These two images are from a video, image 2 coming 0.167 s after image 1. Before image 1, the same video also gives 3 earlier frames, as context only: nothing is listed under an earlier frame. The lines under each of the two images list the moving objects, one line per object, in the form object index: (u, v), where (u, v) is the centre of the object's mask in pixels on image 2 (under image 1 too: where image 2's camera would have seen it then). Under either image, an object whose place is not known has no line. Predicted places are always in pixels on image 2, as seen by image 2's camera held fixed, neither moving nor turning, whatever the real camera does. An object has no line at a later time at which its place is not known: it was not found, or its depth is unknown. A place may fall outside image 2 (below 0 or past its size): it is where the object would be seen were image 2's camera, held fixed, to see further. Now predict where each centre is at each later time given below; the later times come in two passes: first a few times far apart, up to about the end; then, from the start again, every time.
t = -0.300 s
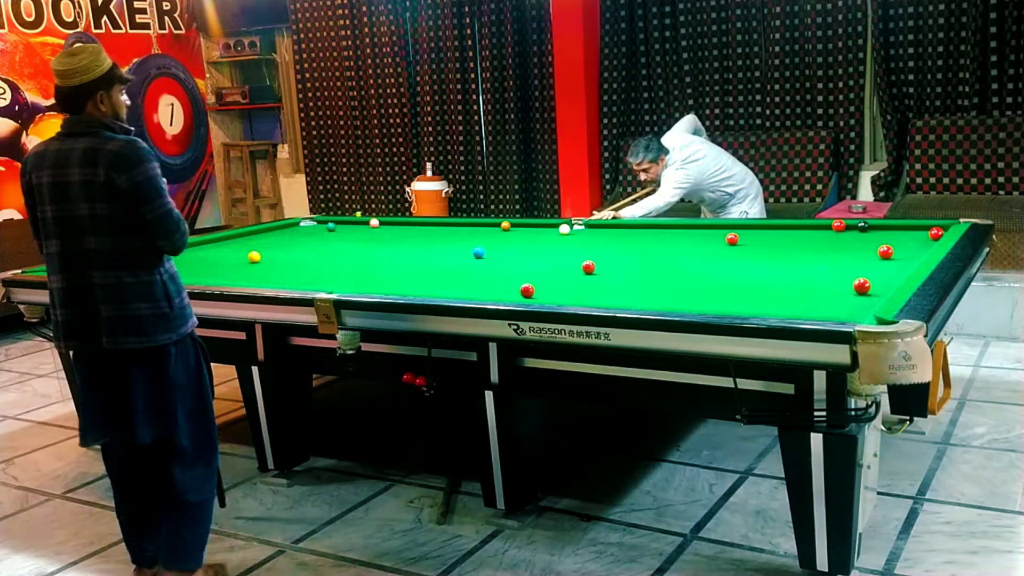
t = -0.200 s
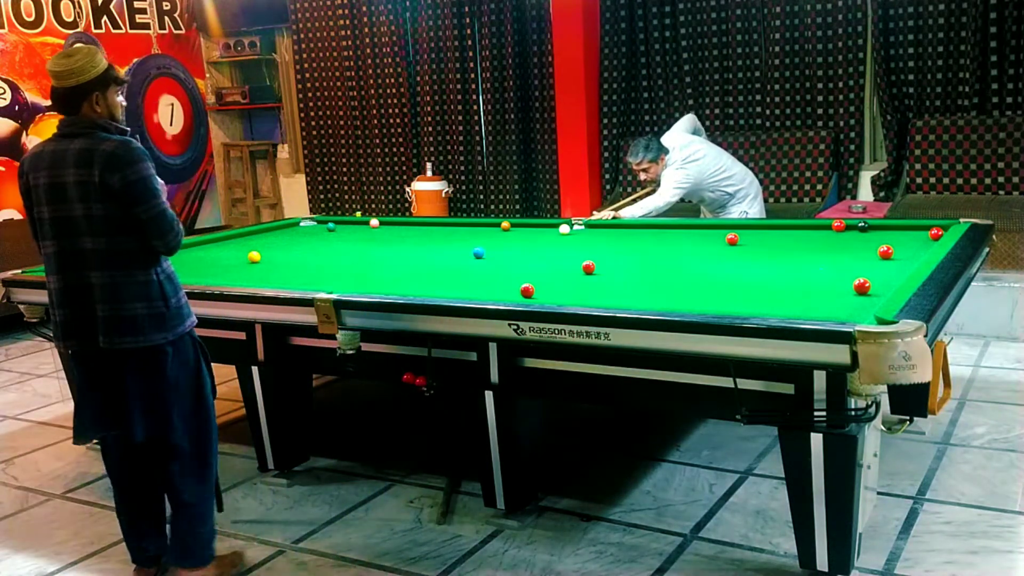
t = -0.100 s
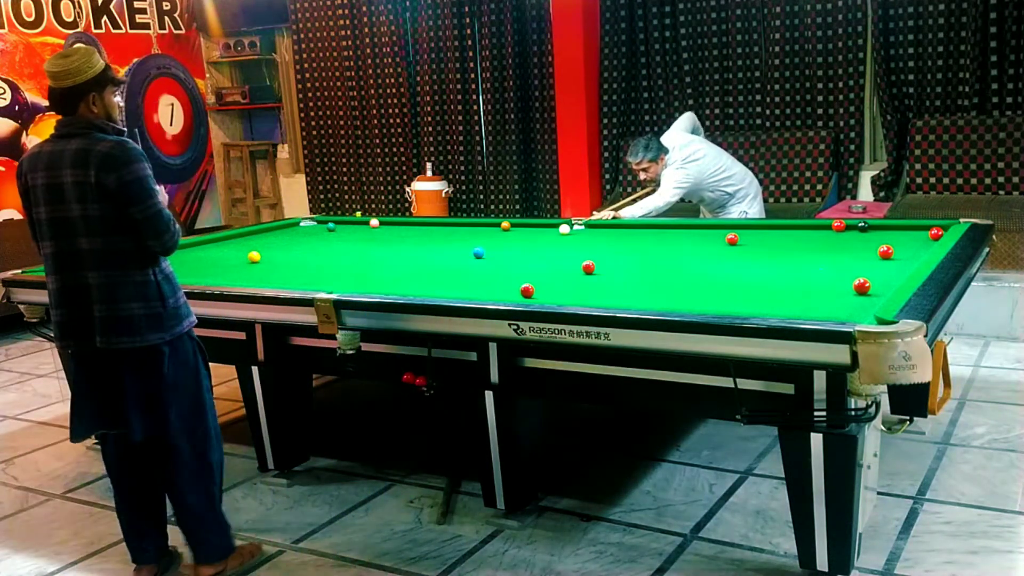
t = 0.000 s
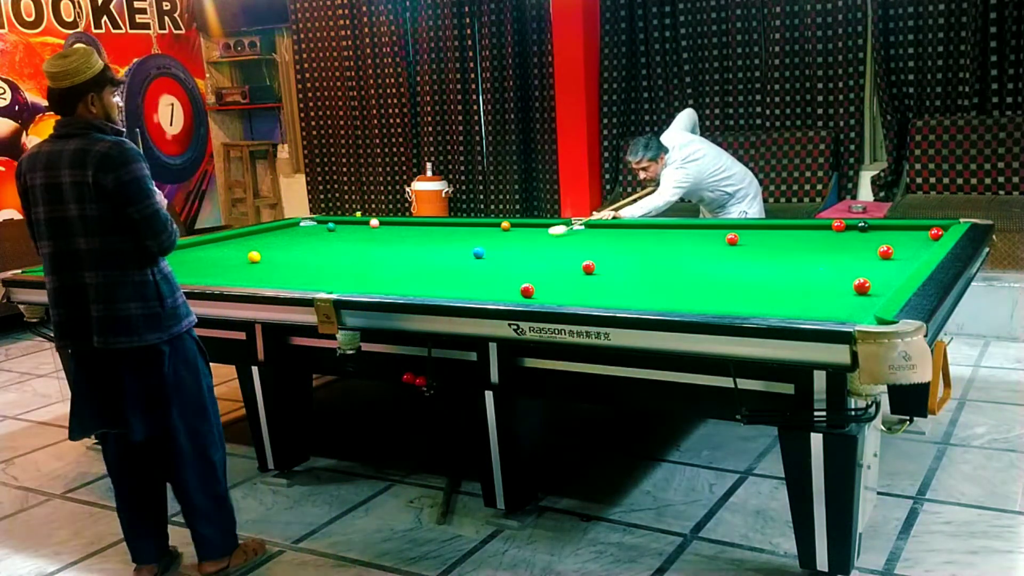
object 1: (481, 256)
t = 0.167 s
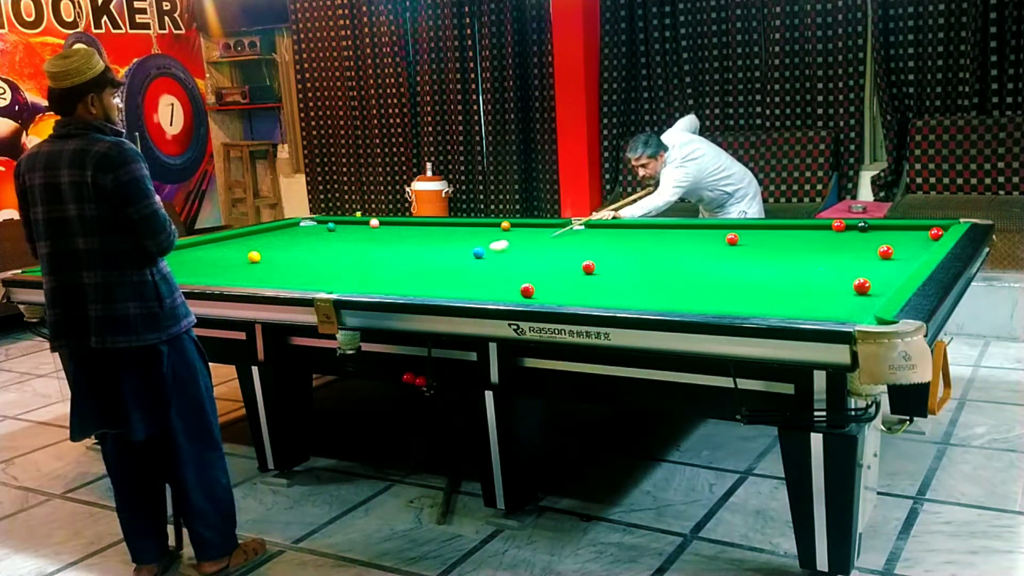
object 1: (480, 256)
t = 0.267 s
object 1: (463, 258)
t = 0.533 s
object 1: (396, 280)
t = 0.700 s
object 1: (352, 290)
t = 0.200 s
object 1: (479, 255)
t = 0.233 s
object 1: (471, 256)
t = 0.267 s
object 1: (463, 258)
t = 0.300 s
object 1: (453, 262)
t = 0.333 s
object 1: (445, 264)
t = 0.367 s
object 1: (436, 267)
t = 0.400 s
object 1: (428, 270)
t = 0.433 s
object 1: (420, 272)
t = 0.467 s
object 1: (411, 275)
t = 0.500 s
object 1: (404, 278)
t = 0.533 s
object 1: (396, 280)
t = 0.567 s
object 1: (387, 283)
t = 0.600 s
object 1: (380, 284)
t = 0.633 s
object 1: (371, 286)
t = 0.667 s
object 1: (361, 287)
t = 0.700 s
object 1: (352, 290)
